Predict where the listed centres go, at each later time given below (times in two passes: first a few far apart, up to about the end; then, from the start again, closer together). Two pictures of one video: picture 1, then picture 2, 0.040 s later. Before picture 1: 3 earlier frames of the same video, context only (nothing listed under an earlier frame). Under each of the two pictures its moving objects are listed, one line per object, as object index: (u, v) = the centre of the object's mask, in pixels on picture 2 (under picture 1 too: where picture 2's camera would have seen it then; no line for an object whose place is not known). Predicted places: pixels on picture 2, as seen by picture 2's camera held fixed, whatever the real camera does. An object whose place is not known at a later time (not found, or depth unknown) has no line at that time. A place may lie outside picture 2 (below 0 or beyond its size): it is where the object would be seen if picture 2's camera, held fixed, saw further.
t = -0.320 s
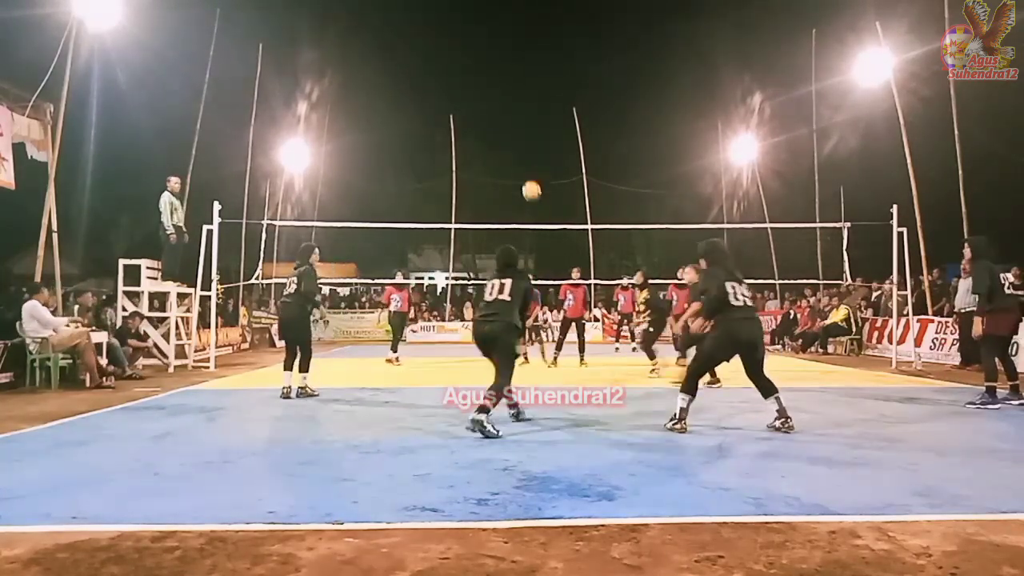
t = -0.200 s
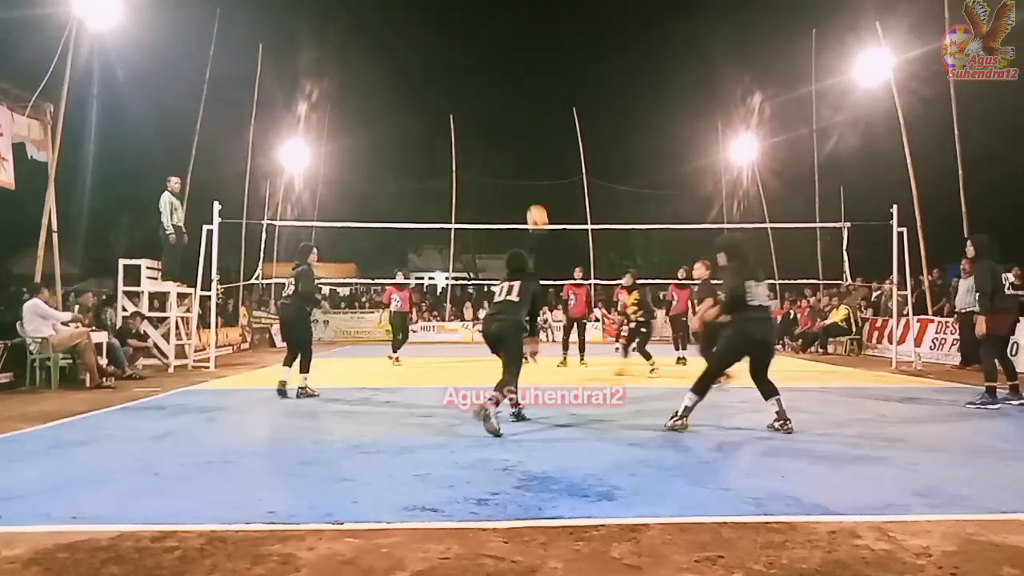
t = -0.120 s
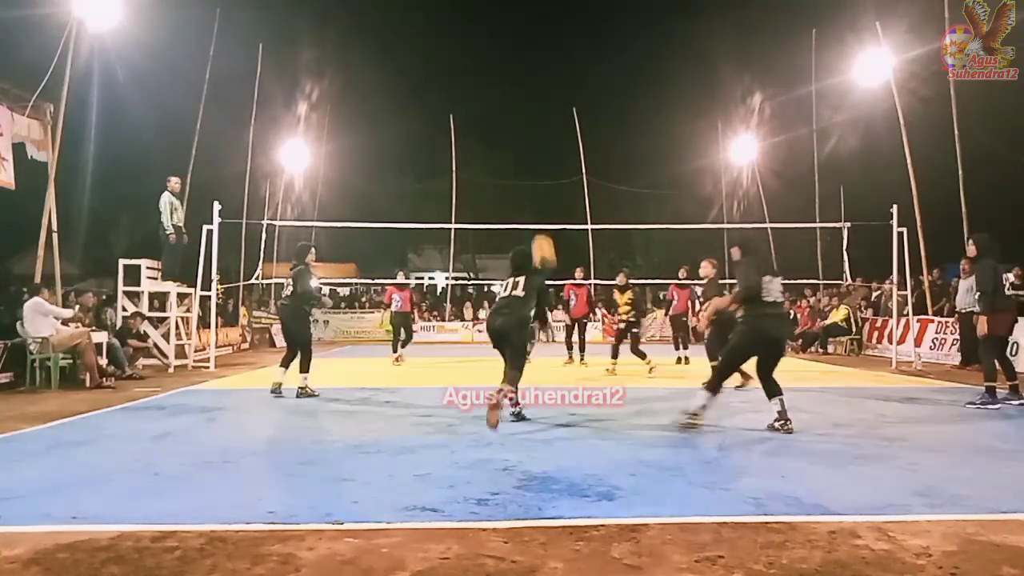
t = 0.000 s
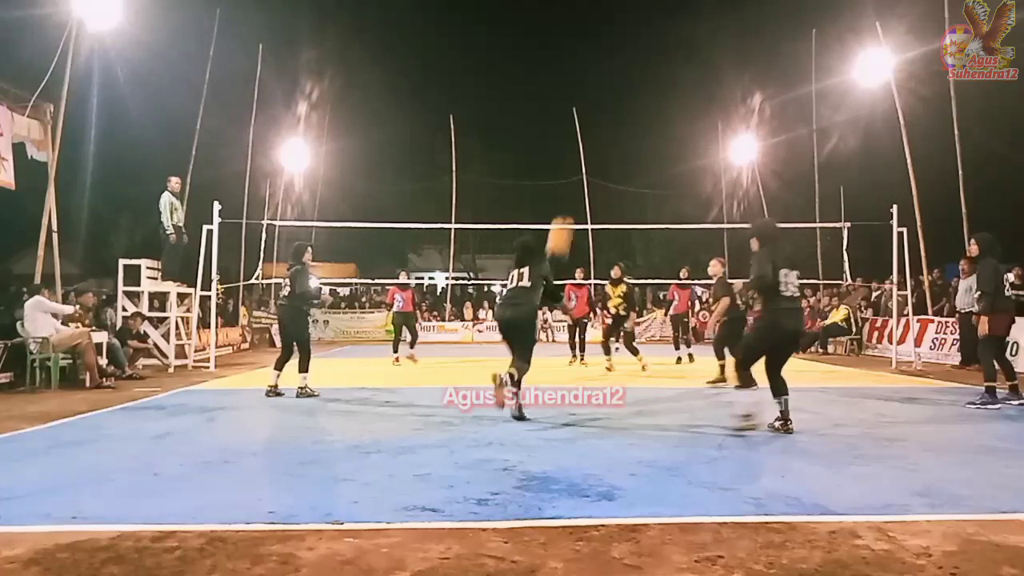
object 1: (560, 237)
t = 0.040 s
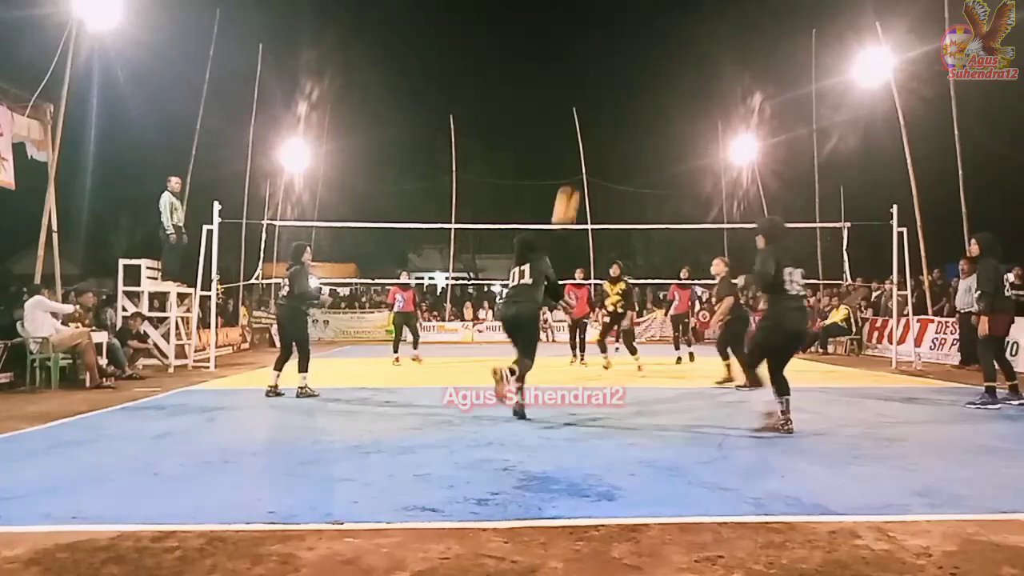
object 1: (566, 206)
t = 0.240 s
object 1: (595, 93)
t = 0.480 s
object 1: (626, 23)
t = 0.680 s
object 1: (649, 10)
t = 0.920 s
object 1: (674, 41)
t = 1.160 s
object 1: (696, 114)
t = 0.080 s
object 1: (570, 181)
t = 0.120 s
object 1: (577, 154)
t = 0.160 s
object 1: (584, 132)
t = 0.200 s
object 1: (590, 111)
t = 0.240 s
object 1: (595, 93)
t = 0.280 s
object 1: (601, 76)
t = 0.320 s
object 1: (606, 62)
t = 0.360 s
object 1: (611, 50)
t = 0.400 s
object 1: (616, 39)
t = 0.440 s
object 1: (621, 30)
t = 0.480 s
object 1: (626, 23)
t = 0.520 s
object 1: (630, 17)
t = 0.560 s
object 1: (635, 13)
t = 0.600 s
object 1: (639, 11)
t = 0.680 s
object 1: (649, 10)
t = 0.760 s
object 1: (657, 15)
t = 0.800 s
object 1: (661, 20)
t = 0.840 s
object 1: (666, 26)
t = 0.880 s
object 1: (670, 33)
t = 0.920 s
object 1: (674, 41)
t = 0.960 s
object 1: (678, 51)
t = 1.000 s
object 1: (682, 62)
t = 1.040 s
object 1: (686, 73)
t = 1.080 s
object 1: (689, 87)
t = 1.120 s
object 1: (693, 101)
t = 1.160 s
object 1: (696, 114)
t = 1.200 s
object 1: (699, 130)
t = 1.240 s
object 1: (703, 149)
